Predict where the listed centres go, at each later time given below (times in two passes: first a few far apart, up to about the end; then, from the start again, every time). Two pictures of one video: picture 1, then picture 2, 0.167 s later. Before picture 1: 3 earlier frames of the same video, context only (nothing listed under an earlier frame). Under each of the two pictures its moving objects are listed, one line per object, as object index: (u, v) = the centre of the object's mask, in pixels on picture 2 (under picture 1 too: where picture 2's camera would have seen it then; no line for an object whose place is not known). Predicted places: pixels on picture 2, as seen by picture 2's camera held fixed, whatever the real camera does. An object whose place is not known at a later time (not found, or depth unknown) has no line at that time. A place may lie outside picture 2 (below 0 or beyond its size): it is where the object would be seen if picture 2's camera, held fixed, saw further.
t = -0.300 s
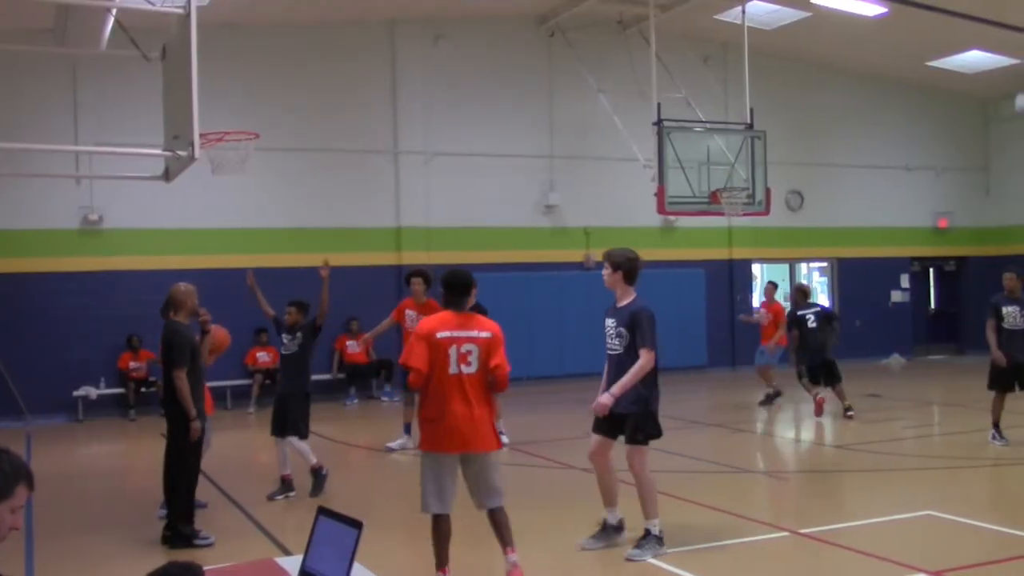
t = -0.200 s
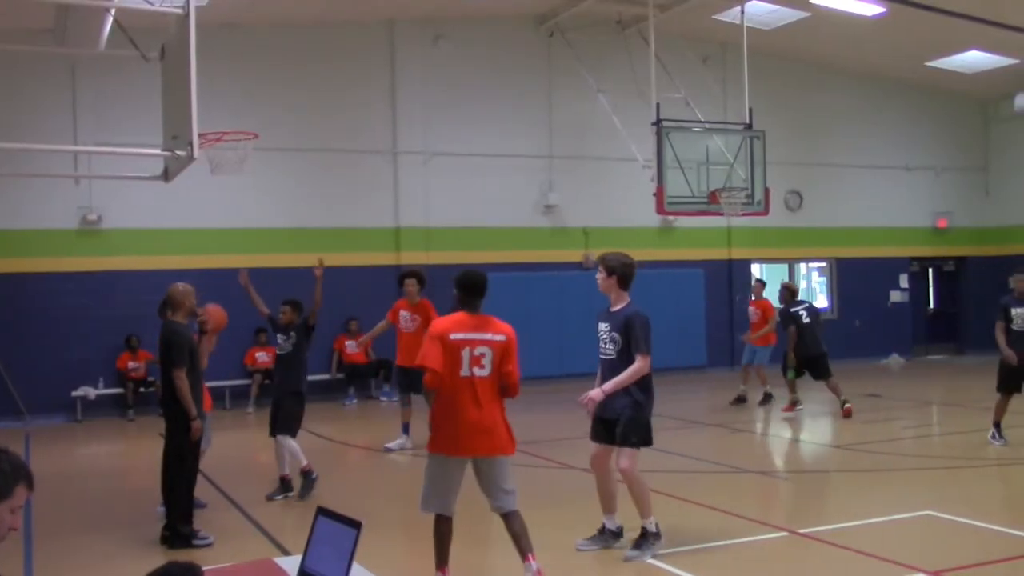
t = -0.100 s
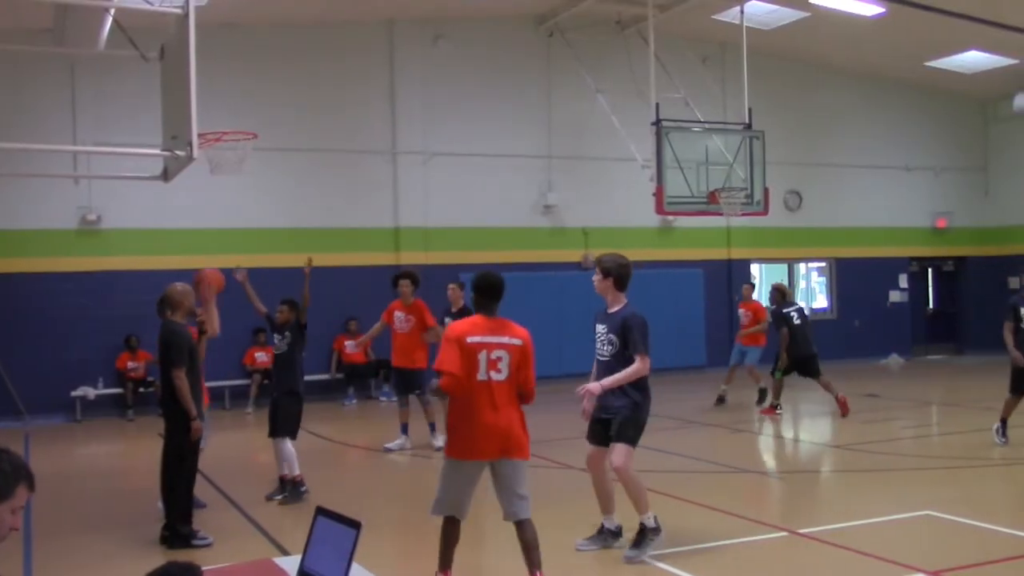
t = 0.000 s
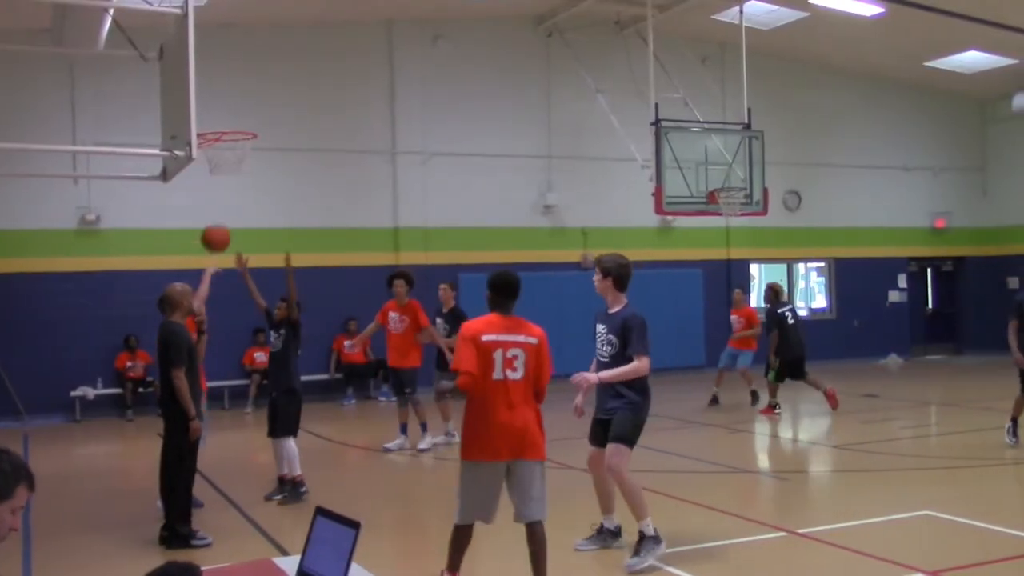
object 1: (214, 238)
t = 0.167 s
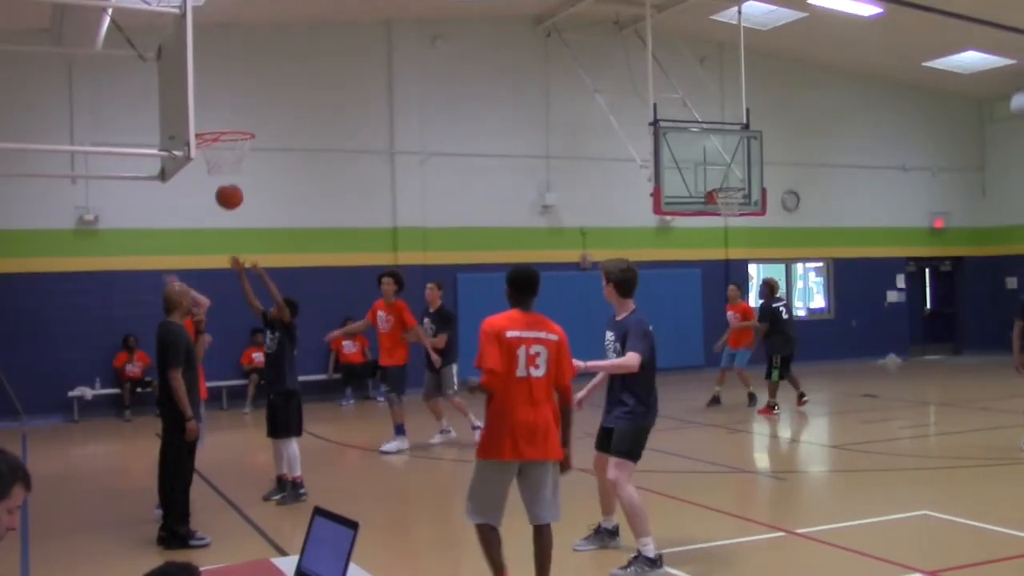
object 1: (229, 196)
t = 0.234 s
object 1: (235, 190)
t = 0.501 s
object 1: (256, 208)
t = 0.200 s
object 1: (232, 192)
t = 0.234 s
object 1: (235, 190)
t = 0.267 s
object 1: (237, 188)
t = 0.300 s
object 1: (240, 188)
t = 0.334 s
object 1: (243, 188)
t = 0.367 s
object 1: (246, 190)
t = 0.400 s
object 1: (248, 193)
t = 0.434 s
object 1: (251, 197)
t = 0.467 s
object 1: (254, 202)
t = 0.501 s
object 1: (256, 208)
